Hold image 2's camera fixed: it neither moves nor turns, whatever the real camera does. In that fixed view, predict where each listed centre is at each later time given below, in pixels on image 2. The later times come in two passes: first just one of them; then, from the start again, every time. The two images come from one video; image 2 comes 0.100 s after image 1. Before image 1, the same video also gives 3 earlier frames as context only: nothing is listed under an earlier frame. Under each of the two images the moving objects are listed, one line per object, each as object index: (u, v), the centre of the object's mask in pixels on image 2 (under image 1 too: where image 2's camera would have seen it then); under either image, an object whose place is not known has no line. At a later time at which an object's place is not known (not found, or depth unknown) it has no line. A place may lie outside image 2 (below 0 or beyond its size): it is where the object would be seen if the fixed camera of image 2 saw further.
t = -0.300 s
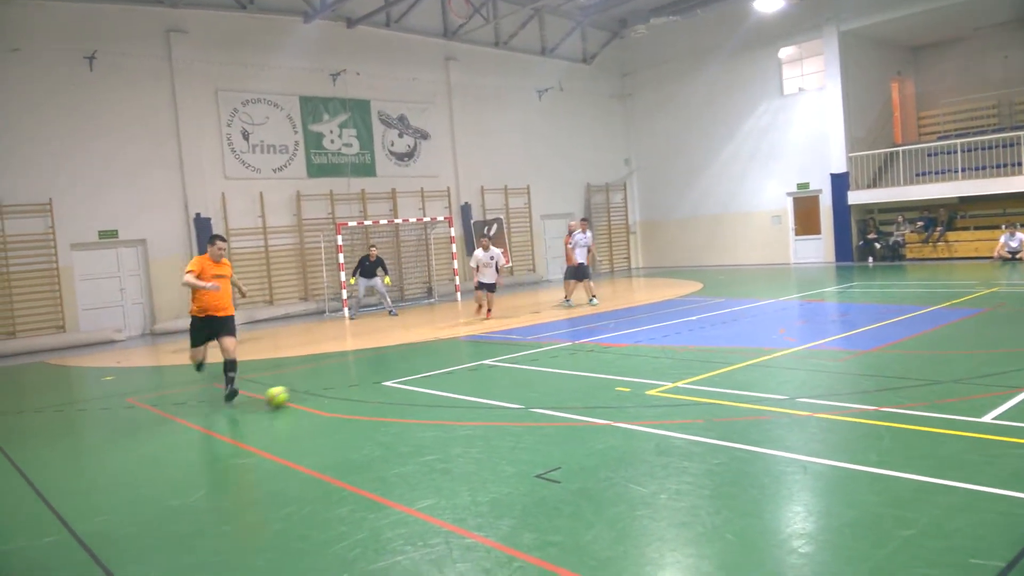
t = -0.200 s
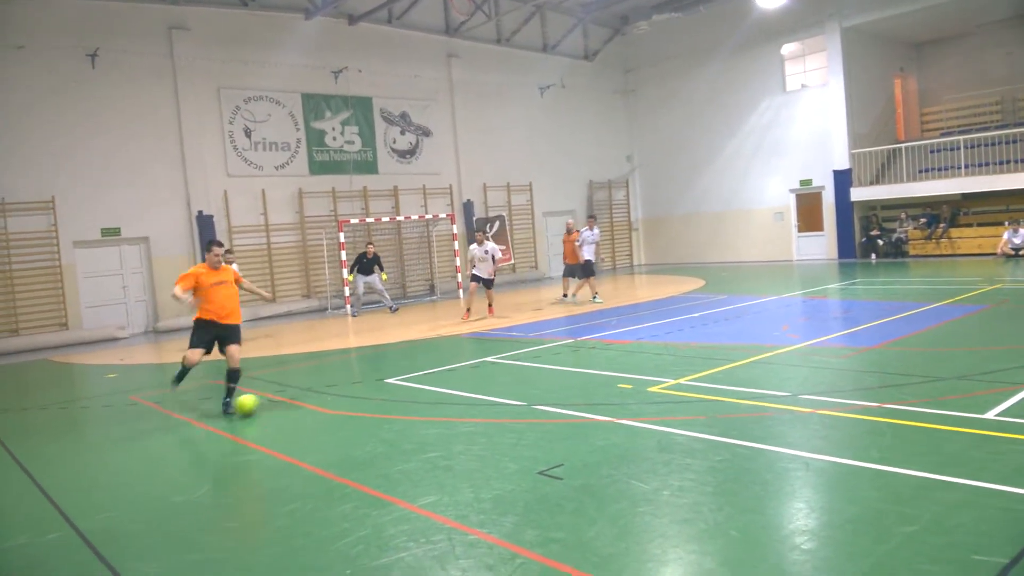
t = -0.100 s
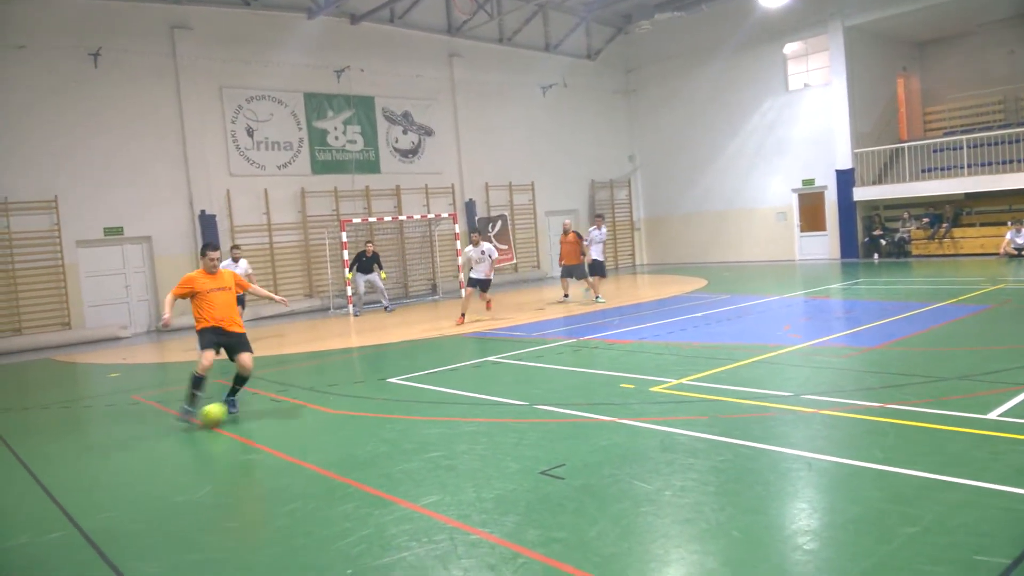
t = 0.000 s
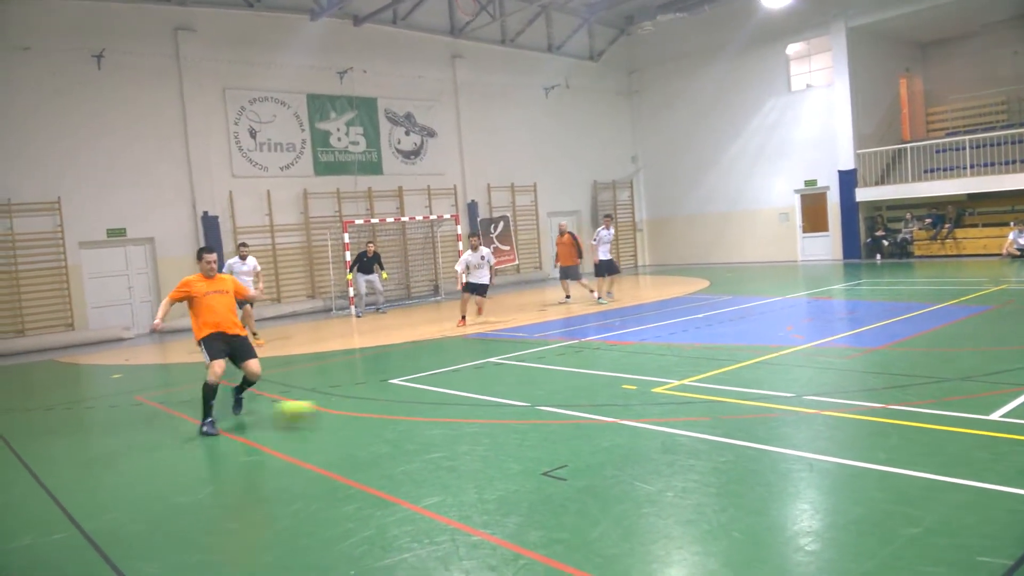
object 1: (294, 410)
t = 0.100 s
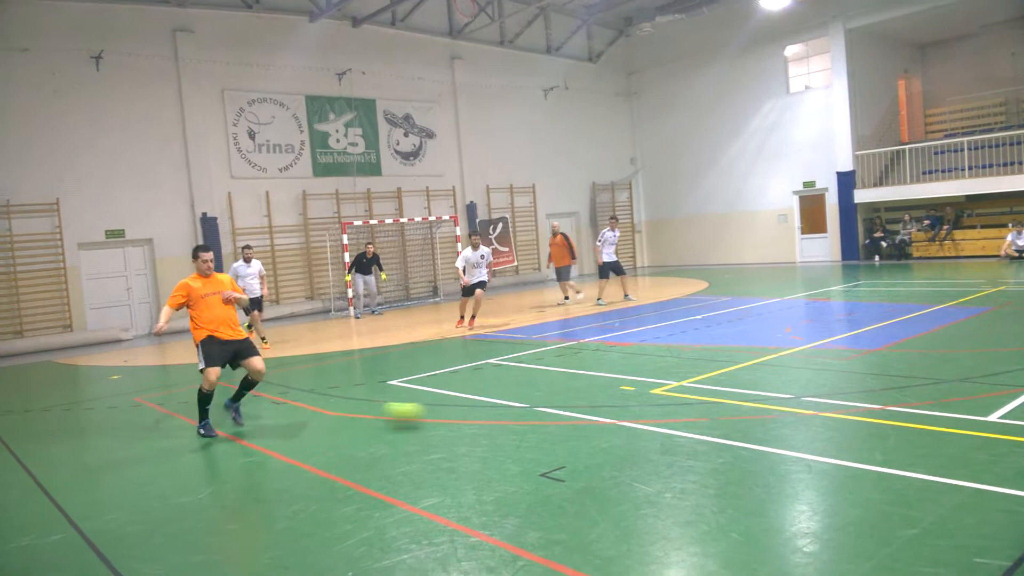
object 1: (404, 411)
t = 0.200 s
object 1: (514, 412)
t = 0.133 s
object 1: (441, 411)
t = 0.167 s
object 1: (476, 411)
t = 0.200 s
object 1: (514, 412)
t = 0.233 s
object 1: (548, 409)
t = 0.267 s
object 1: (586, 407)
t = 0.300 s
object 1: (621, 408)
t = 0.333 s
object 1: (657, 408)
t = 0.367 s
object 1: (694, 409)
